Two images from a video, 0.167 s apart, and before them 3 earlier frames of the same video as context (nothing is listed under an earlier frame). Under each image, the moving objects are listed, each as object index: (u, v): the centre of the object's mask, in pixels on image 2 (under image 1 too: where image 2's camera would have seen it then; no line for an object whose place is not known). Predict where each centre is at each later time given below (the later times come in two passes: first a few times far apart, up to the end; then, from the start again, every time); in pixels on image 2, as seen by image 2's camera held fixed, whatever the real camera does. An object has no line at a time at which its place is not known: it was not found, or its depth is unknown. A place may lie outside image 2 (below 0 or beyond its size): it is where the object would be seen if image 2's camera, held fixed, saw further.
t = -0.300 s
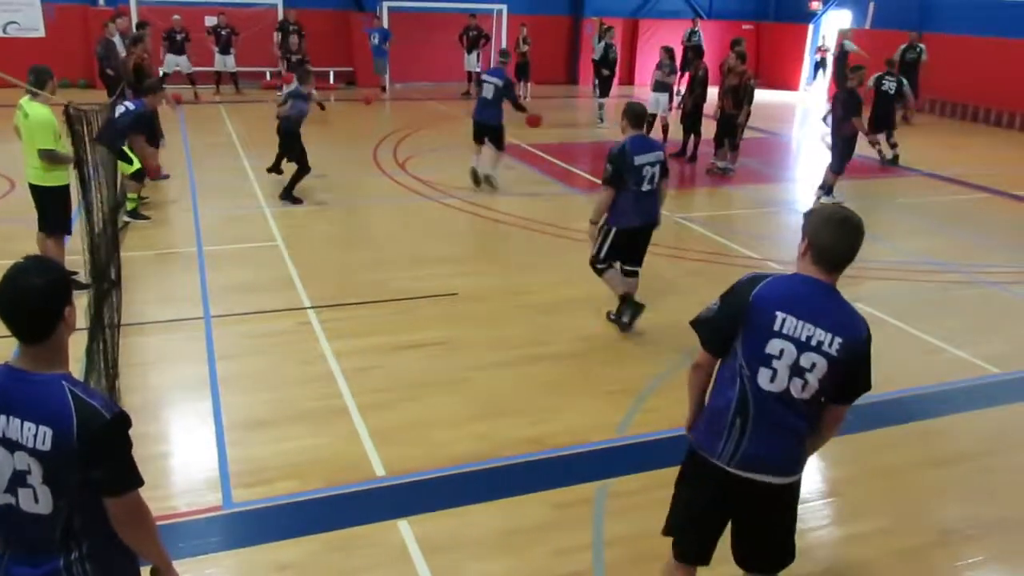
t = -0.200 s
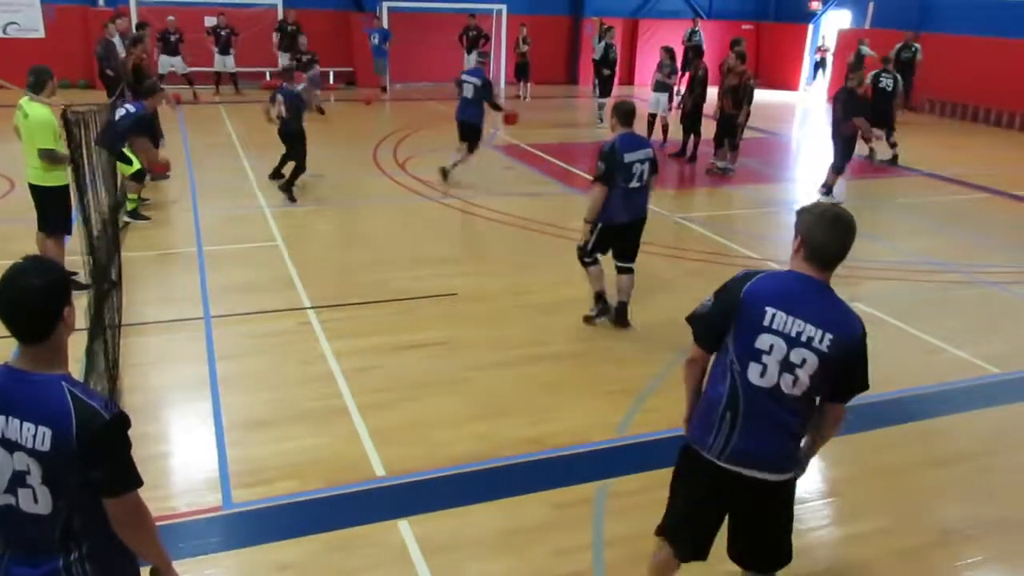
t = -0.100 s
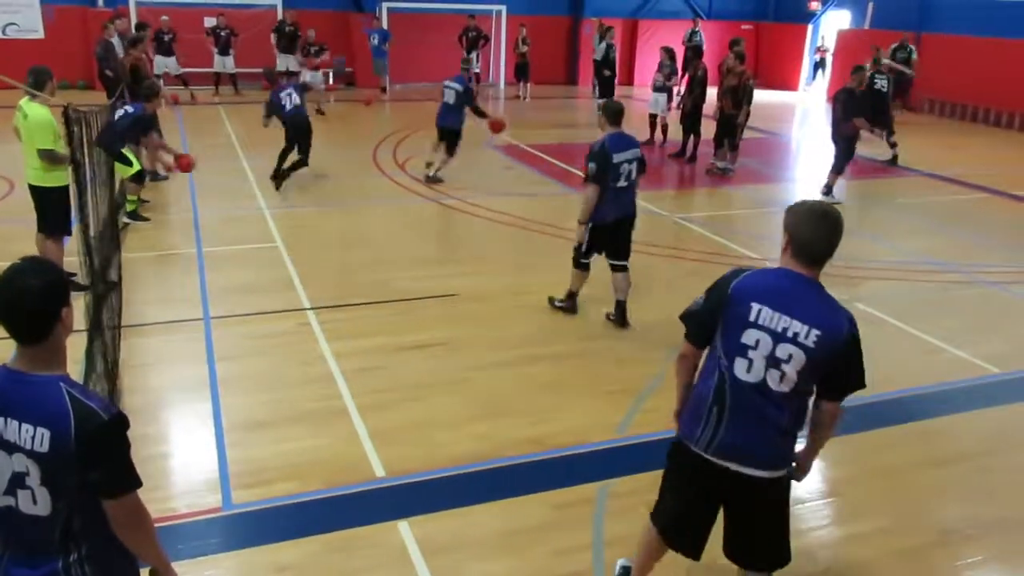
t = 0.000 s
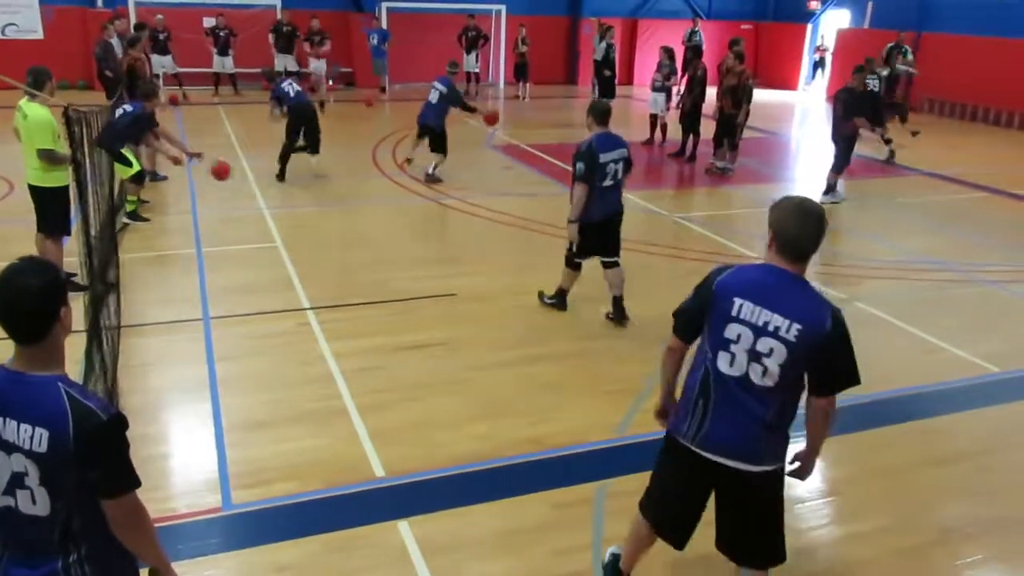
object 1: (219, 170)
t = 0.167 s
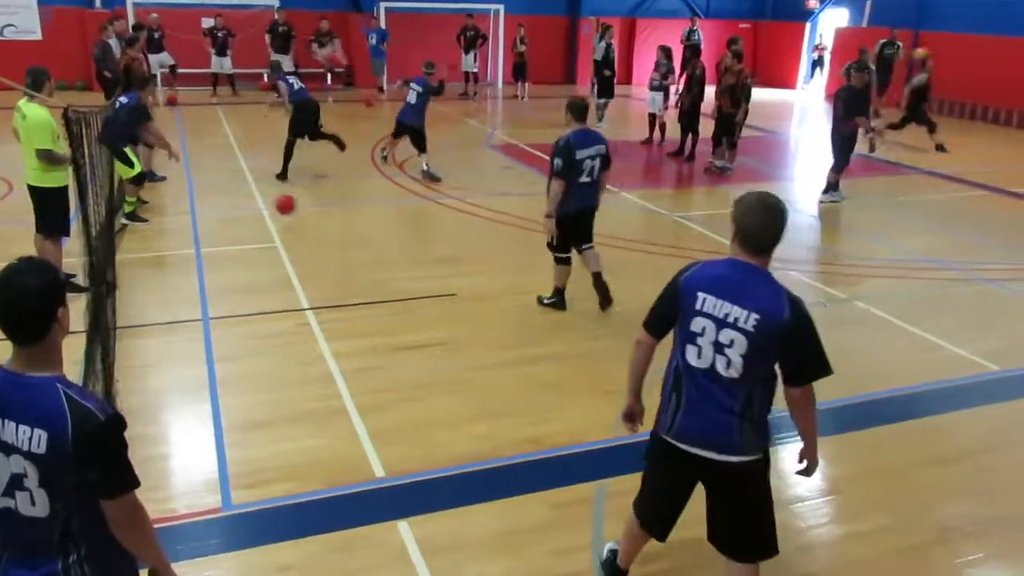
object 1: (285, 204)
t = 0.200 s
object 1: (299, 214)
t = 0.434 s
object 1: (358, 208)
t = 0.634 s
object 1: (407, 223)
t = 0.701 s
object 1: (424, 236)
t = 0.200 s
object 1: (299, 214)
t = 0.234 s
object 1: (313, 226)
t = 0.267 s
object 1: (321, 227)
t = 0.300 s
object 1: (328, 220)
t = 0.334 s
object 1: (336, 215)
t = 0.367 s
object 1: (343, 212)
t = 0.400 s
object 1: (351, 210)
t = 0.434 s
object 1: (358, 208)
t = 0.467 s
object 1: (366, 208)
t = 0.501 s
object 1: (374, 209)
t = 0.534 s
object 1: (382, 211)
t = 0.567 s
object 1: (391, 213)
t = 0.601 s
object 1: (399, 217)
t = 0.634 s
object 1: (407, 223)
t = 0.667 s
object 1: (416, 229)
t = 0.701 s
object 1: (424, 236)
